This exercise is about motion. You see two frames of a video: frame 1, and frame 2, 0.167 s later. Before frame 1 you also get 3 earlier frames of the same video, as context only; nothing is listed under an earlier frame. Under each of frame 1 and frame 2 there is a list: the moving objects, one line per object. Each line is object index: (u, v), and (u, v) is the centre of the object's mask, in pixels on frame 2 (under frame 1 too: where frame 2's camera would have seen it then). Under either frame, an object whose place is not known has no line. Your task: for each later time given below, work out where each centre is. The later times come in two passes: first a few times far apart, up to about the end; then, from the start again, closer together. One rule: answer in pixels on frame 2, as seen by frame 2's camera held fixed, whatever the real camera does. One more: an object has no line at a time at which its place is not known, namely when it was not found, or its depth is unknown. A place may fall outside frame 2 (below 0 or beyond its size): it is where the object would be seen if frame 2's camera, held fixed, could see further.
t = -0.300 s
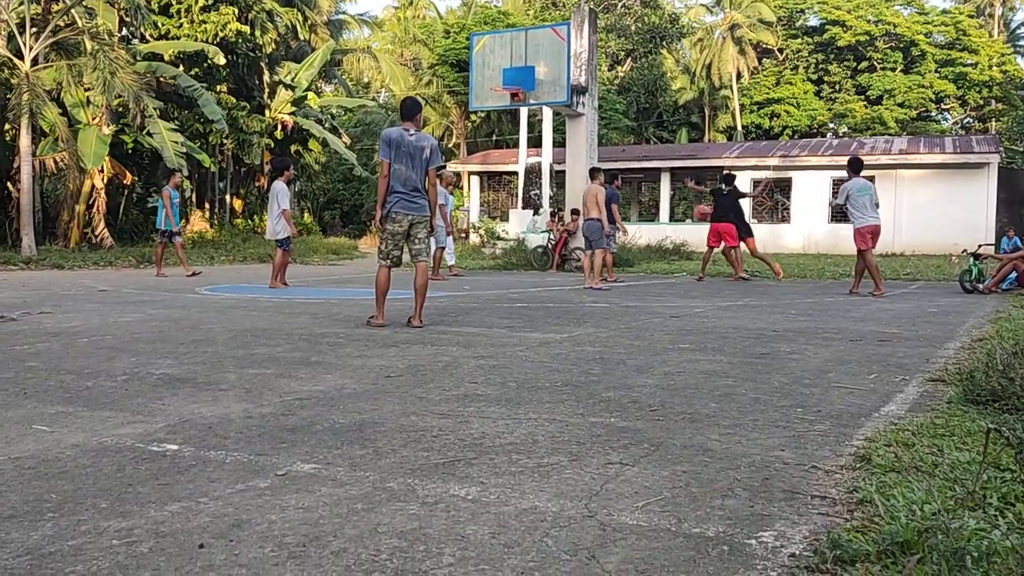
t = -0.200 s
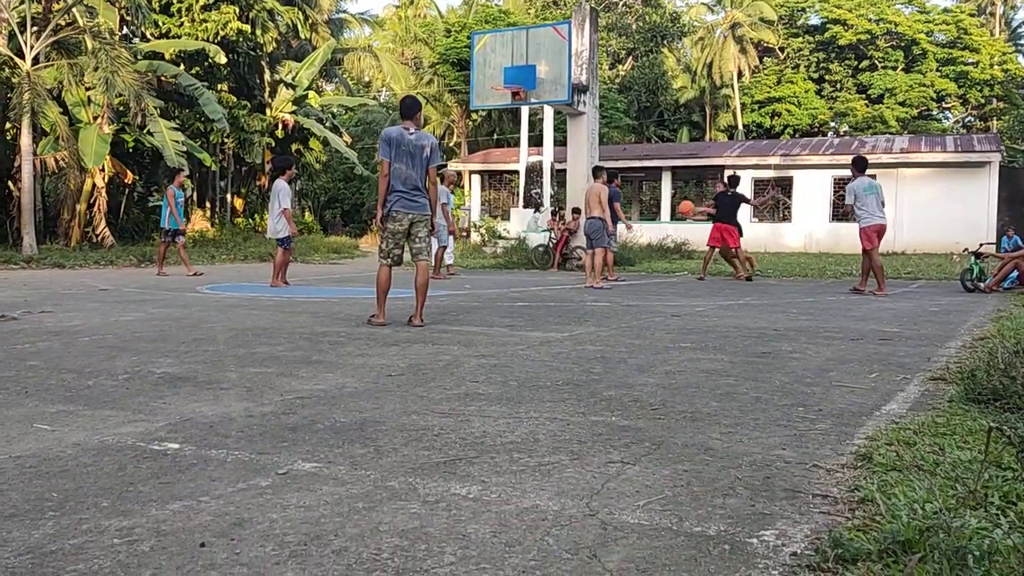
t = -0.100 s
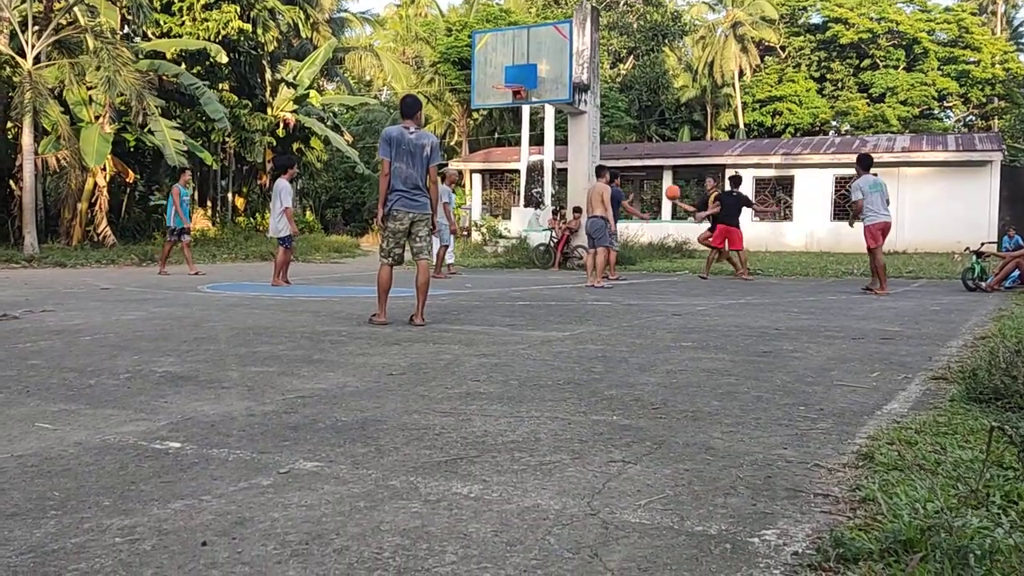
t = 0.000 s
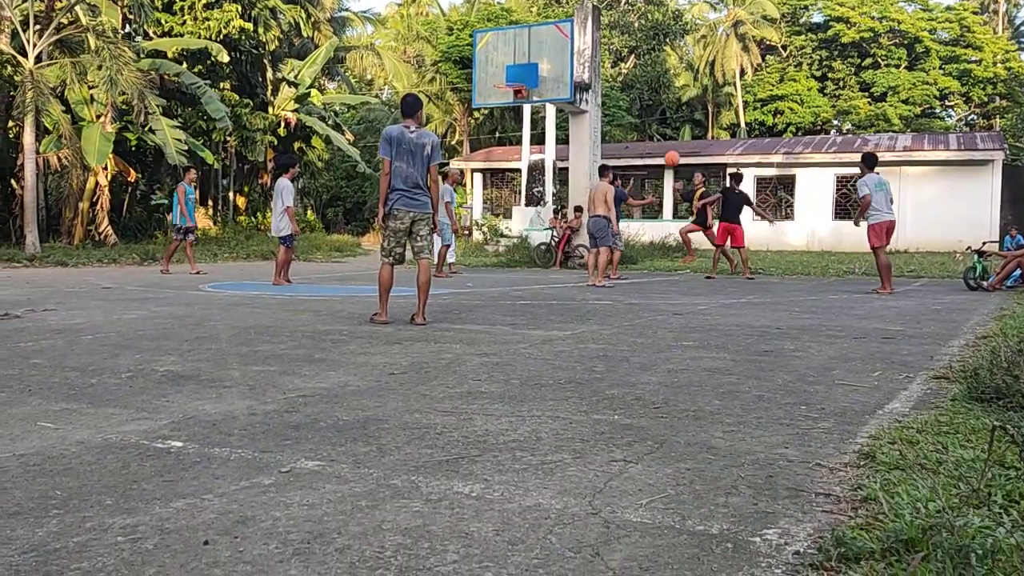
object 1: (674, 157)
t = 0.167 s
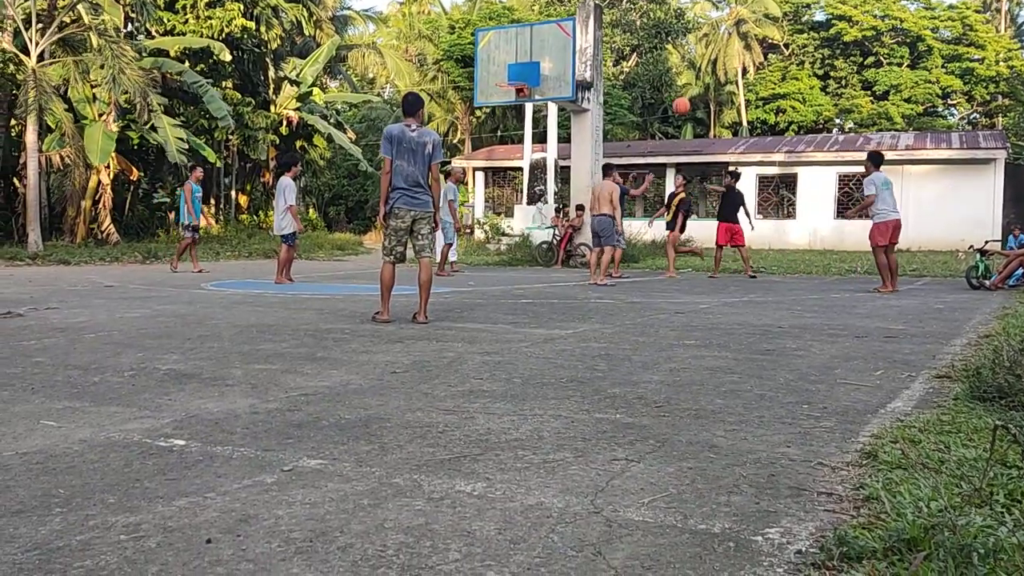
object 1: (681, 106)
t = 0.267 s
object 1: (686, 80)
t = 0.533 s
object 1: (699, 40)
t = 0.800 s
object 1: (715, 54)
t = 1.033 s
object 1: (731, 137)
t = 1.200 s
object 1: (745, 259)
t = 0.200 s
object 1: (683, 96)
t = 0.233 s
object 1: (684, 88)
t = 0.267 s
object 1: (686, 80)
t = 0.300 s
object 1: (687, 73)
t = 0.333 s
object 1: (688, 66)
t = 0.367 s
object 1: (691, 60)
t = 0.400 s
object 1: (692, 54)
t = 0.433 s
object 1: (693, 50)
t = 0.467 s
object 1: (695, 44)
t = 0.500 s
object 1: (697, 42)
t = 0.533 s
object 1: (699, 40)
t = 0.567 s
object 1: (701, 38)
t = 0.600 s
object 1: (703, 37)
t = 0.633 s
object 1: (705, 37)
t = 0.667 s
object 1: (706, 38)
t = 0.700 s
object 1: (708, 40)
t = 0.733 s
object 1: (710, 43)
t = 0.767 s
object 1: (712, 48)
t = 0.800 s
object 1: (715, 54)
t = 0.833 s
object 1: (717, 61)
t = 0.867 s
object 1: (719, 70)
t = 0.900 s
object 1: (721, 80)
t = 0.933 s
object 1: (724, 91)
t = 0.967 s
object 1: (726, 105)
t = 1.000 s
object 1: (728, 120)
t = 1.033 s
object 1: (731, 137)
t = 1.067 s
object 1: (733, 157)
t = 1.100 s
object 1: (735, 178)
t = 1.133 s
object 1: (738, 203)
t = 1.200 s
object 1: (745, 259)
